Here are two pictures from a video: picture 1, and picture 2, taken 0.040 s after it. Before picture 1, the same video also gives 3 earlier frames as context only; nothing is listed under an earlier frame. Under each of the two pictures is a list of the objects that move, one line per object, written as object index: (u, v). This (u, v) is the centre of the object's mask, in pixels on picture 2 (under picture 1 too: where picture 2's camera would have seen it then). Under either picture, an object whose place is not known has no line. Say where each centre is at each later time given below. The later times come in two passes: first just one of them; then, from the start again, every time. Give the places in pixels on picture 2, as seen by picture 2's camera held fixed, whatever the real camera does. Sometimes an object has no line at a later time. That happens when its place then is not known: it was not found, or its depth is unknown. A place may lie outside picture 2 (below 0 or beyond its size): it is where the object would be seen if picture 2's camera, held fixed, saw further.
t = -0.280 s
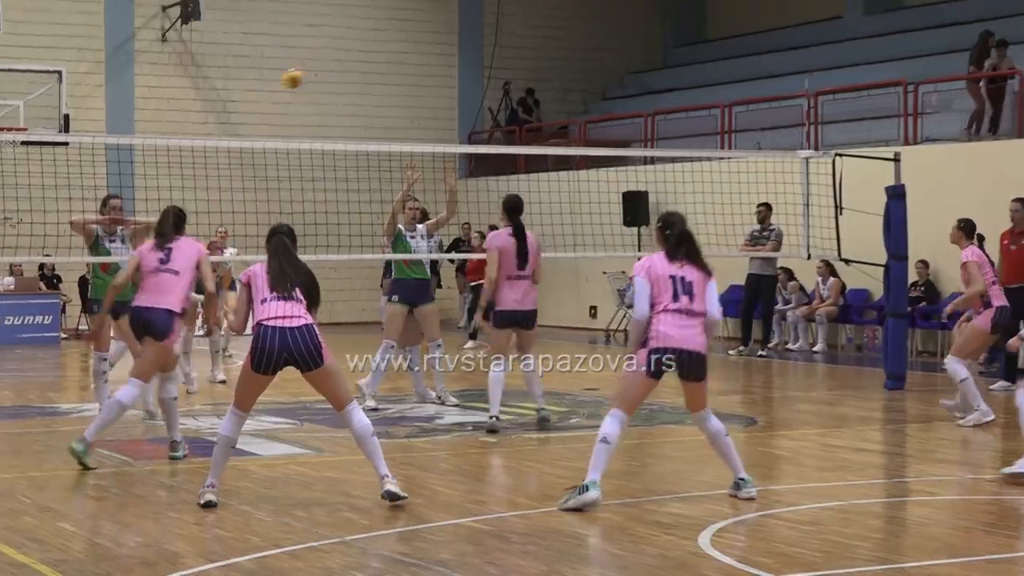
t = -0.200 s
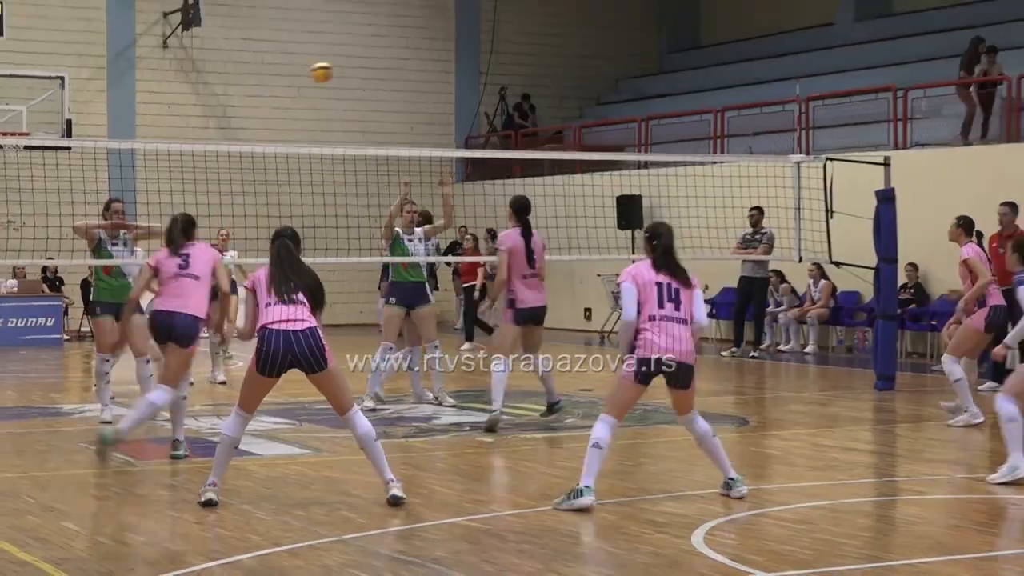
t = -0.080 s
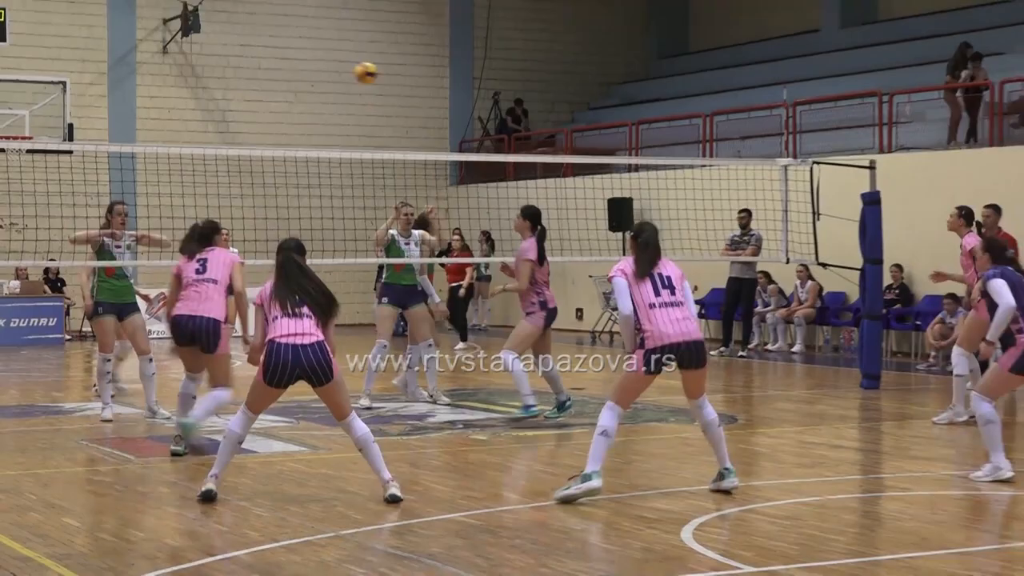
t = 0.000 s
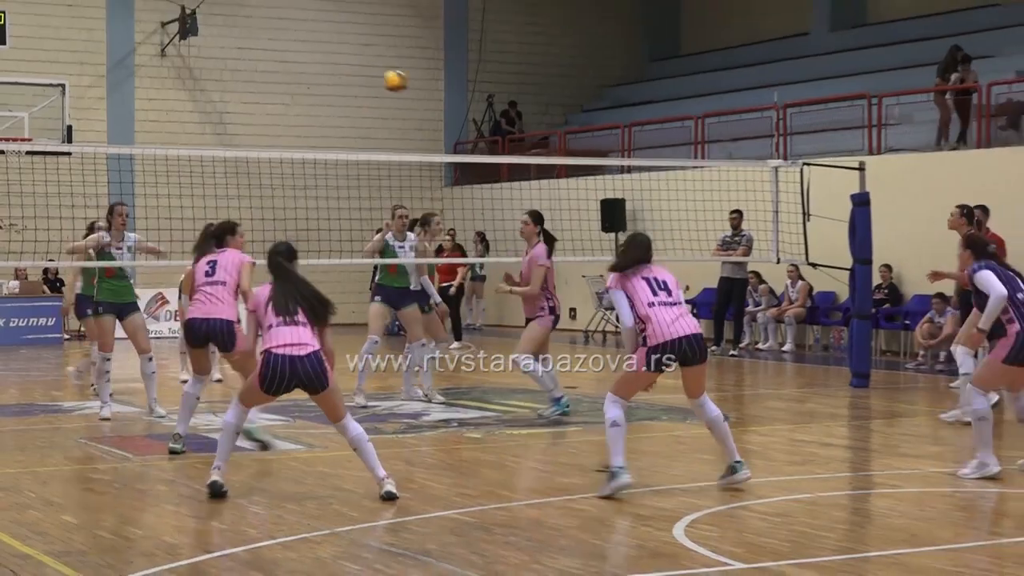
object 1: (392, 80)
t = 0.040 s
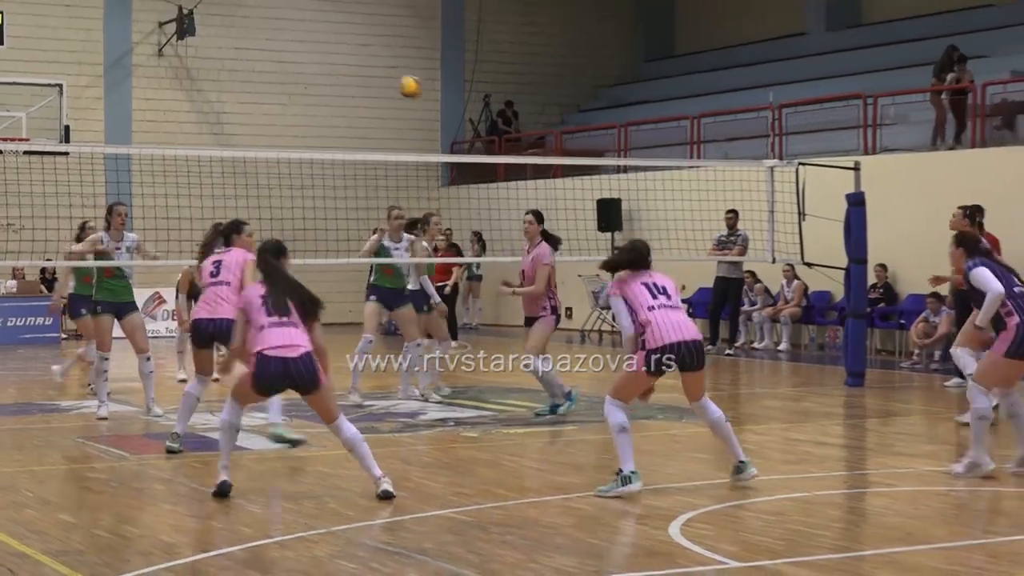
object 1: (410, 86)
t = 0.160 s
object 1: (464, 117)
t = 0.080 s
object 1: (426, 94)
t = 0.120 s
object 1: (445, 103)
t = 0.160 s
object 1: (464, 117)
